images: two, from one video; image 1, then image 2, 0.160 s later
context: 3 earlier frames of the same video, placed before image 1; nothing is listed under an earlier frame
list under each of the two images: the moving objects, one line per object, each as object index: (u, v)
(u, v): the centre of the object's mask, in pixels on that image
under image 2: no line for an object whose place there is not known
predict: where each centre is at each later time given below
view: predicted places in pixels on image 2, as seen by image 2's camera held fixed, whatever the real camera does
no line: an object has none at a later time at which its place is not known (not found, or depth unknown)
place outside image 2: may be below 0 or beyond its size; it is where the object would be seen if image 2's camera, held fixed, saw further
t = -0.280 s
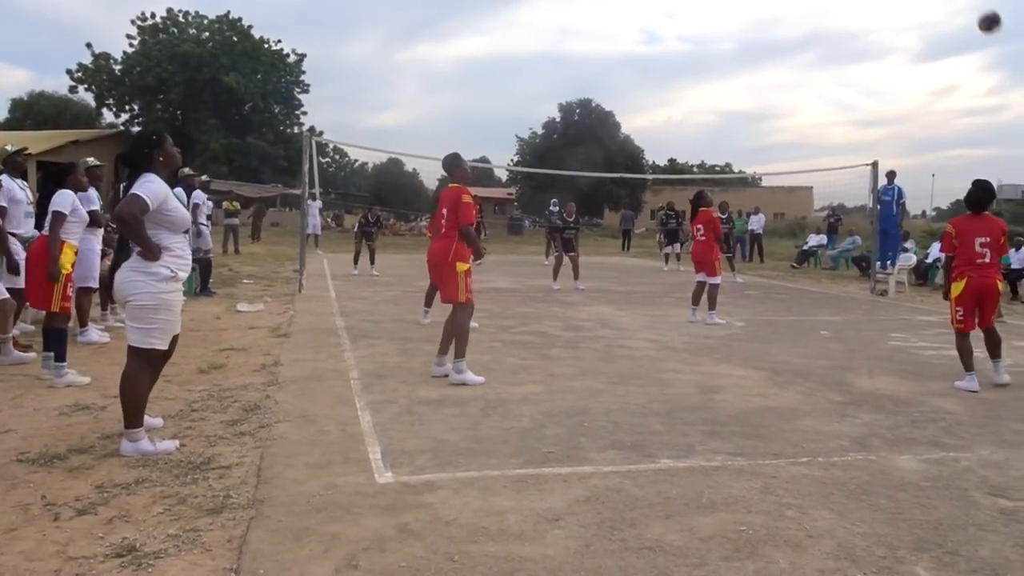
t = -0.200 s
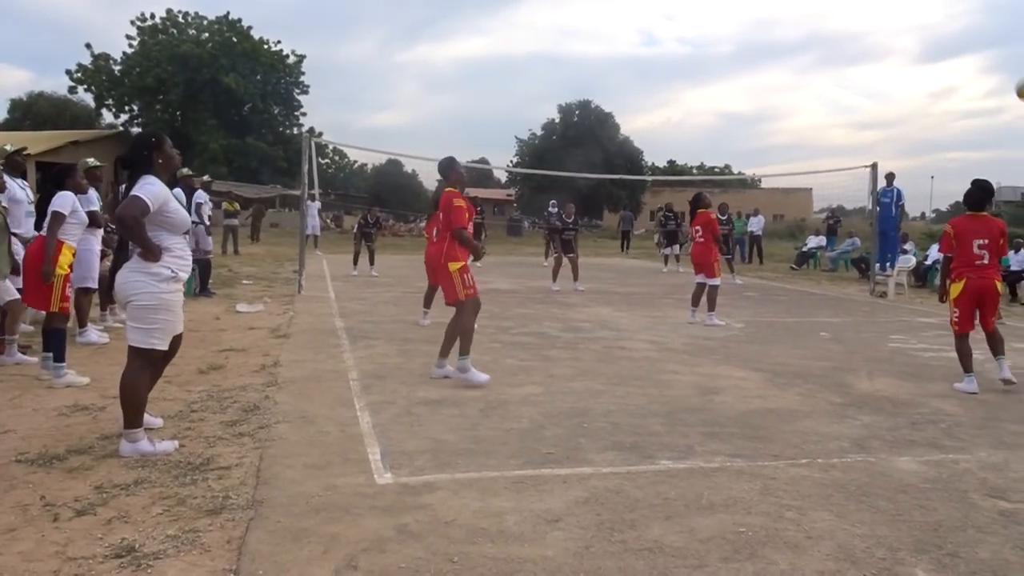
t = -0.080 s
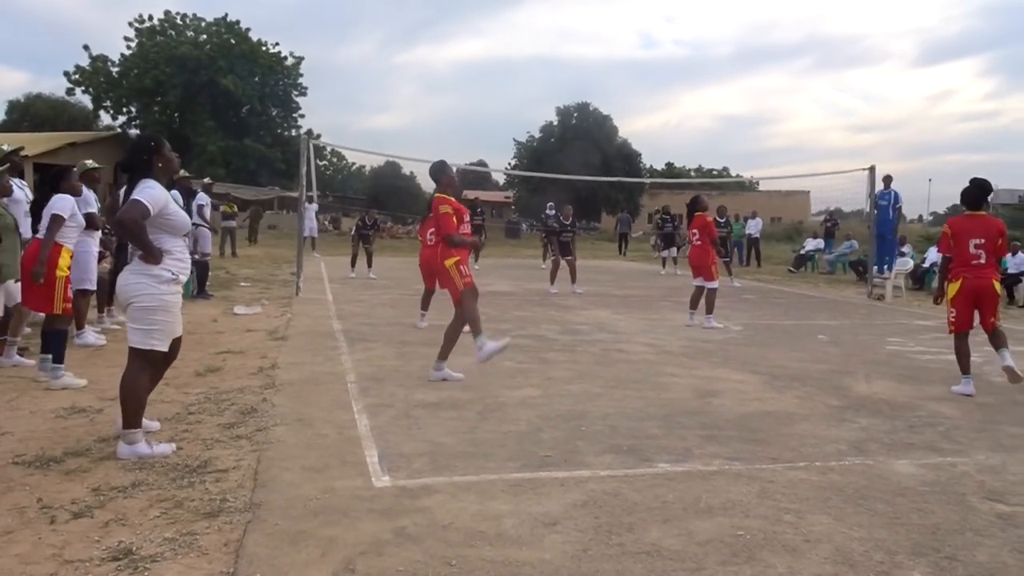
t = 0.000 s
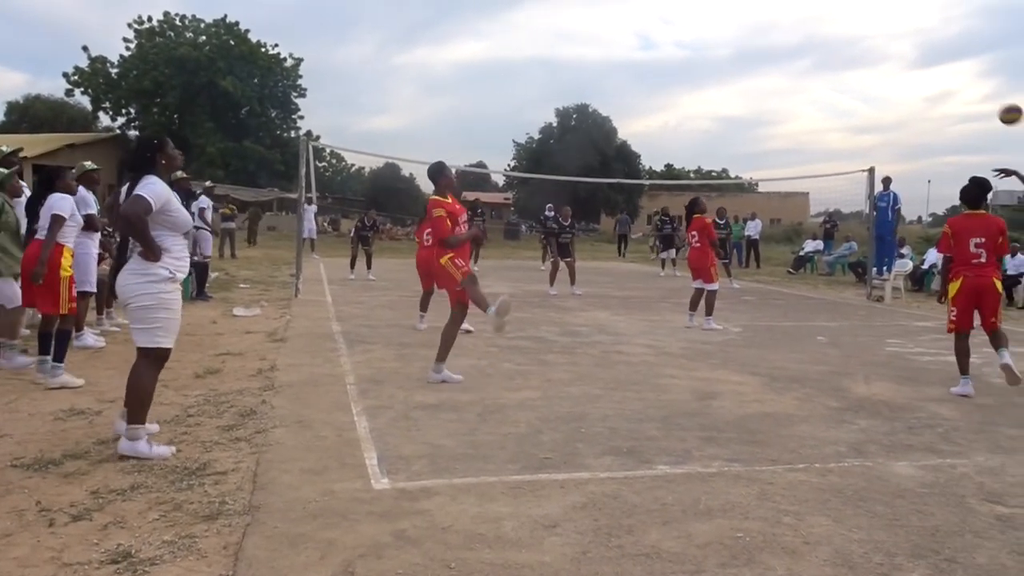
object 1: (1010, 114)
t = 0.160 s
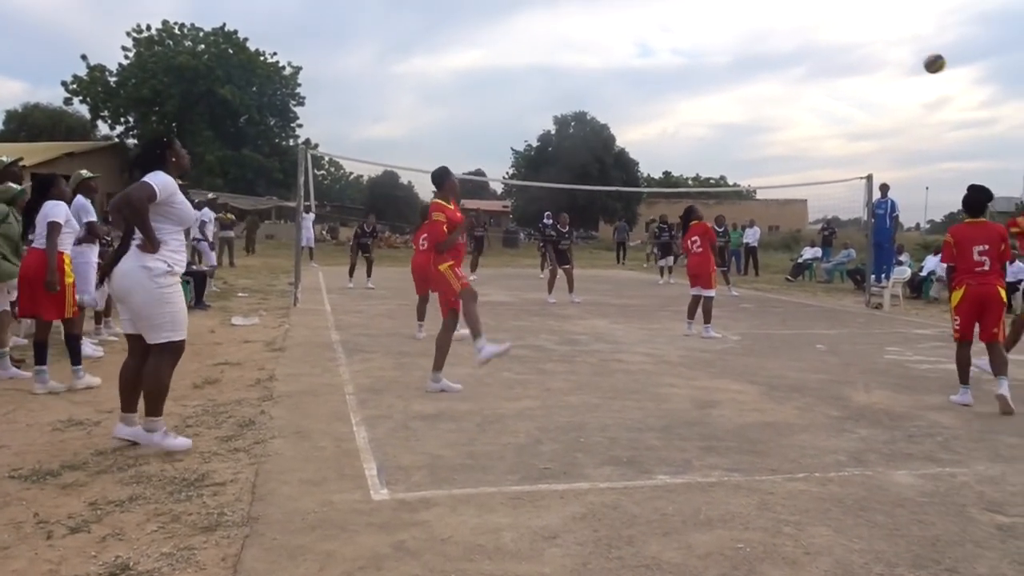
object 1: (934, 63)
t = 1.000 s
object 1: (711, 141)
